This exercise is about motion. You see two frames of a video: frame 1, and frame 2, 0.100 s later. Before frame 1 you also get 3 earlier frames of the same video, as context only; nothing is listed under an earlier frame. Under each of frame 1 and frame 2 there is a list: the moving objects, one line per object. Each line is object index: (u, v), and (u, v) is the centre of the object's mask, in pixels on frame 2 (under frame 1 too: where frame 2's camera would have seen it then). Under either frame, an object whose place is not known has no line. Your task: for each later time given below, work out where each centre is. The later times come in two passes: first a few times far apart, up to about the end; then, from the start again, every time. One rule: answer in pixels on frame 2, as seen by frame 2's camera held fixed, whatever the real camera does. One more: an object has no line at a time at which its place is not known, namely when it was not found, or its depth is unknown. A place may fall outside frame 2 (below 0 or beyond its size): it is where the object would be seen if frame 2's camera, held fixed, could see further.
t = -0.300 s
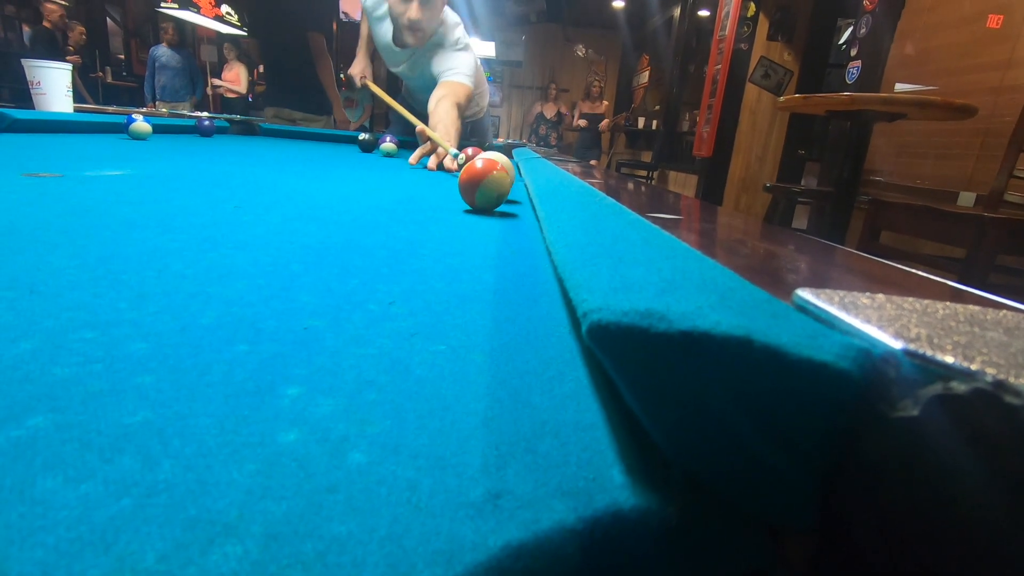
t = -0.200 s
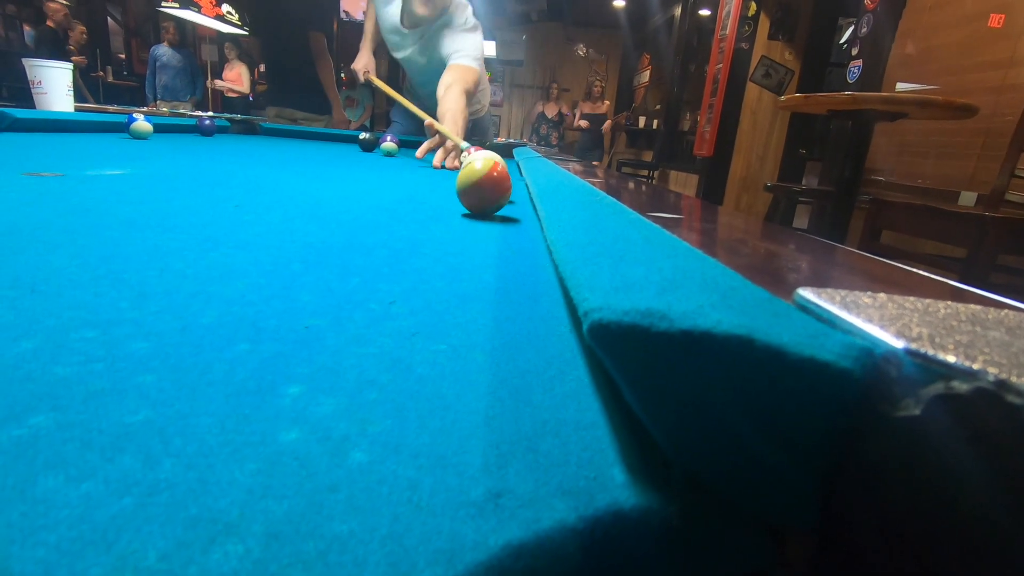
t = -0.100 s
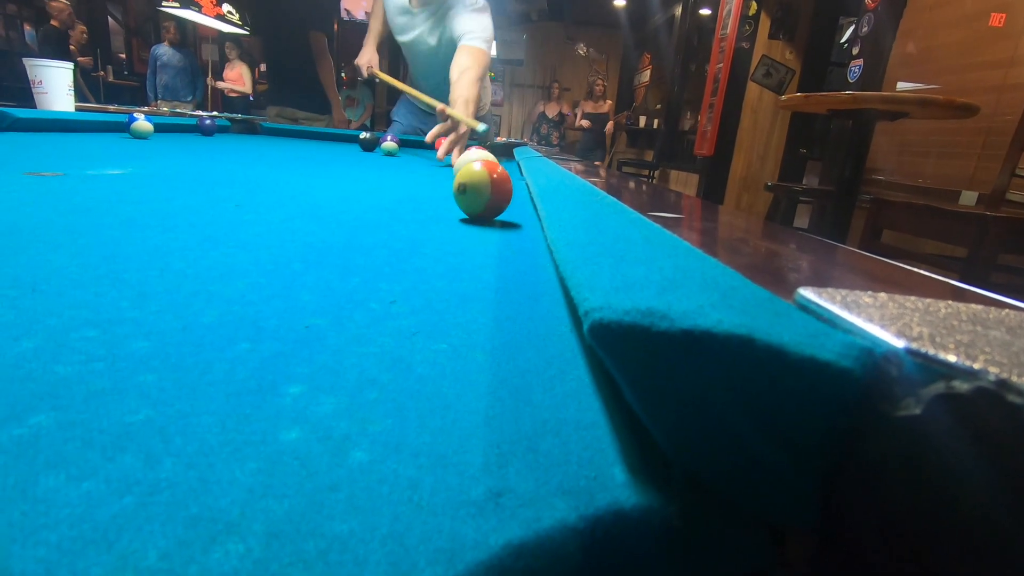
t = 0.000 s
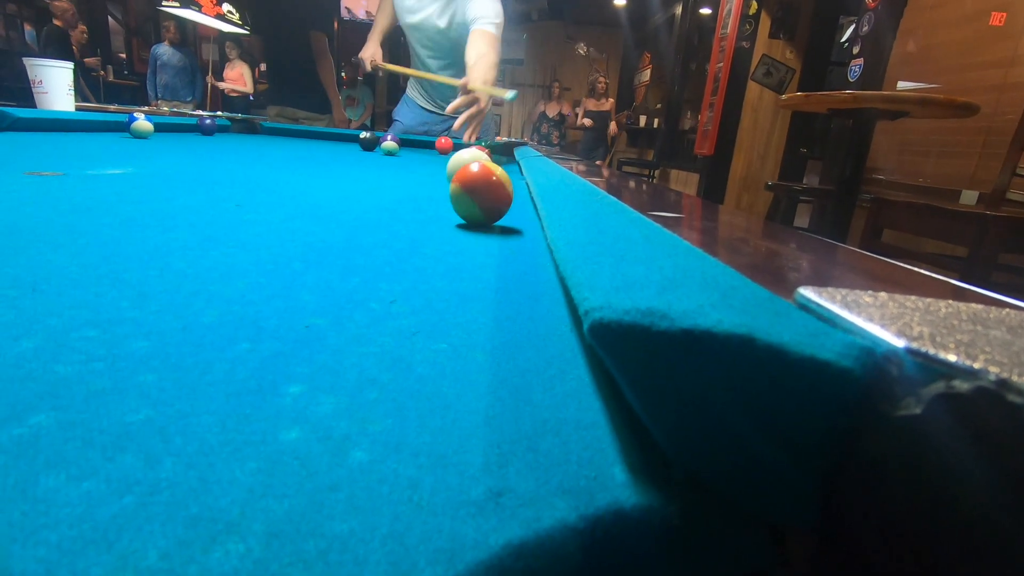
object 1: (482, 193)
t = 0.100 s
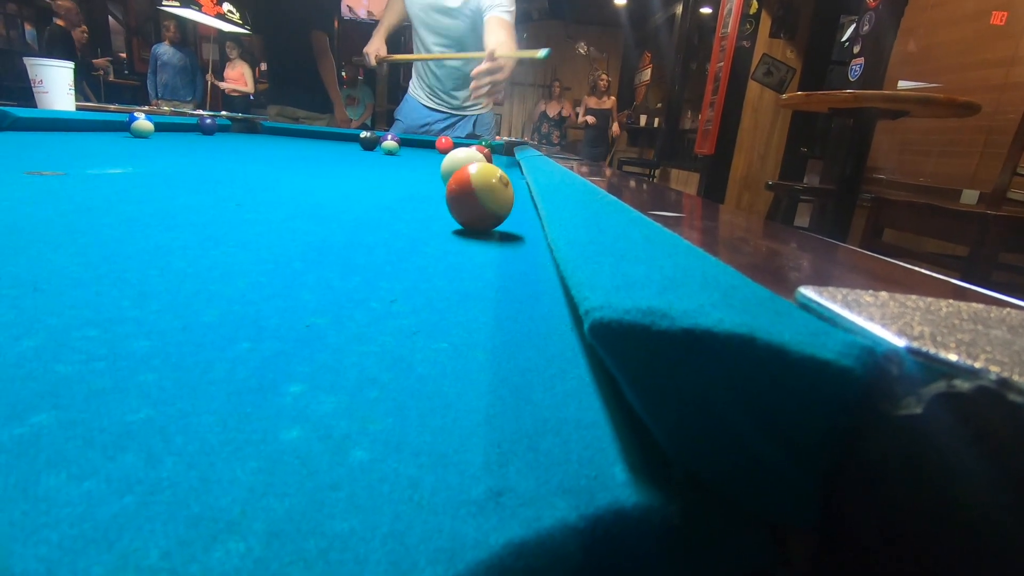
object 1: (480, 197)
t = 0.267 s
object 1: (475, 204)
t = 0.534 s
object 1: (467, 220)
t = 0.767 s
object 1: (456, 239)
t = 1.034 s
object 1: (437, 269)
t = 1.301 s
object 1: (407, 309)
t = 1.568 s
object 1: (358, 367)
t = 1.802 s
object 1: (286, 422)
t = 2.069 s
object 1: (213, 436)
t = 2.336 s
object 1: (201, 430)
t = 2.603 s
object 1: (189, 426)
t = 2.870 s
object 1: (185, 425)
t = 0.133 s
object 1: (479, 198)
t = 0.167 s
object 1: (478, 199)
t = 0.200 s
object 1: (477, 201)
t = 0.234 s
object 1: (476, 202)
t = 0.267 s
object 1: (475, 204)
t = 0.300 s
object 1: (474, 205)
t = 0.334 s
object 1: (473, 207)
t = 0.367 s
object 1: (473, 209)
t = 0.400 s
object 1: (472, 211)
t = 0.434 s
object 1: (470, 214)
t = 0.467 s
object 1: (469, 215)
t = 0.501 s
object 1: (468, 217)
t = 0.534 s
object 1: (467, 220)
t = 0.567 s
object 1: (466, 222)
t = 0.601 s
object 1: (465, 225)
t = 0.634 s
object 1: (463, 227)
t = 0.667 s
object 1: (461, 231)
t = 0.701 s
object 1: (460, 233)
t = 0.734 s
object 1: (458, 236)
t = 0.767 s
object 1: (456, 239)
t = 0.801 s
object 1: (455, 242)
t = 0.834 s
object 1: (453, 246)
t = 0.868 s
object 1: (450, 249)
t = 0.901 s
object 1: (448, 253)
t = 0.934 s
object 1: (446, 257)
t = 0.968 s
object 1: (443, 260)
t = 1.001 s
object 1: (440, 264)
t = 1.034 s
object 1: (437, 269)
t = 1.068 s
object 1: (434, 274)
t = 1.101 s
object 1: (430, 278)
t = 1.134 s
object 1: (426, 282)
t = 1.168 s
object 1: (422, 288)
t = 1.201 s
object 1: (419, 293)
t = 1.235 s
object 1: (415, 298)
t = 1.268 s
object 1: (411, 304)
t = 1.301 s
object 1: (407, 309)
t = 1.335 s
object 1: (403, 317)
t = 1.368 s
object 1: (398, 323)
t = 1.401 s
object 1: (394, 330)
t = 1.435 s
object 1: (388, 336)
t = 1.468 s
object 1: (382, 344)
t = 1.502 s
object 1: (375, 351)
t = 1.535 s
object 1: (367, 359)
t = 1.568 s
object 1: (358, 367)
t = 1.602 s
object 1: (349, 375)
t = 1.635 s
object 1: (339, 383)
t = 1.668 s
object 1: (328, 393)
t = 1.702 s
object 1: (317, 402)
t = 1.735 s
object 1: (307, 411)
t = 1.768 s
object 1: (296, 417)
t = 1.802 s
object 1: (286, 422)
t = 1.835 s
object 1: (276, 426)
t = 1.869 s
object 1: (265, 429)
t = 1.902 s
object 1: (254, 432)
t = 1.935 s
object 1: (242, 435)
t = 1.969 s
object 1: (229, 436)
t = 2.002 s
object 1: (219, 437)
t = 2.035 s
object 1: (211, 437)
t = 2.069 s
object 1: (213, 436)
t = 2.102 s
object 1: (213, 436)
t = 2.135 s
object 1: (213, 435)
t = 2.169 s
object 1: (212, 434)
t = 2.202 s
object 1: (210, 433)
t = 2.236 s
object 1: (208, 433)
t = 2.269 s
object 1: (205, 432)
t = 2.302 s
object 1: (203, 431)
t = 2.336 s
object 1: (201, 430)
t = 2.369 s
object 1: (199, 429)
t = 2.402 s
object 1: (197, 429)
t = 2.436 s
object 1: (195, 428)
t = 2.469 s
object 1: (193, 427)
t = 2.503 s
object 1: (192, 427)
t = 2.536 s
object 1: (191, 427)
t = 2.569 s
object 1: (190, 426)
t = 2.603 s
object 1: (189, 426)
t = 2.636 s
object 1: (189, 426)
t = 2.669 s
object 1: (188, 426)
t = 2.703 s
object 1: (187, 425)
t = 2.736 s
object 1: (187, 425)
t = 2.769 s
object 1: (187, 425)
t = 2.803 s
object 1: (187, 425)
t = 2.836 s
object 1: (186, 425)
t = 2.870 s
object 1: (185, 425)
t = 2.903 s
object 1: (185, 425)
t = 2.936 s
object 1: (185, 425)
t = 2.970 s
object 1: (184, 425)
